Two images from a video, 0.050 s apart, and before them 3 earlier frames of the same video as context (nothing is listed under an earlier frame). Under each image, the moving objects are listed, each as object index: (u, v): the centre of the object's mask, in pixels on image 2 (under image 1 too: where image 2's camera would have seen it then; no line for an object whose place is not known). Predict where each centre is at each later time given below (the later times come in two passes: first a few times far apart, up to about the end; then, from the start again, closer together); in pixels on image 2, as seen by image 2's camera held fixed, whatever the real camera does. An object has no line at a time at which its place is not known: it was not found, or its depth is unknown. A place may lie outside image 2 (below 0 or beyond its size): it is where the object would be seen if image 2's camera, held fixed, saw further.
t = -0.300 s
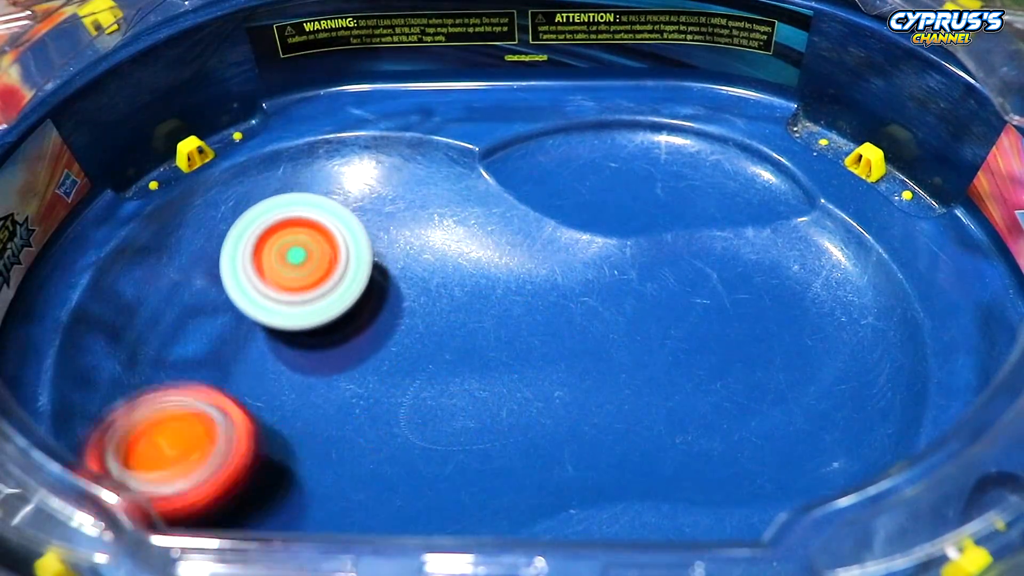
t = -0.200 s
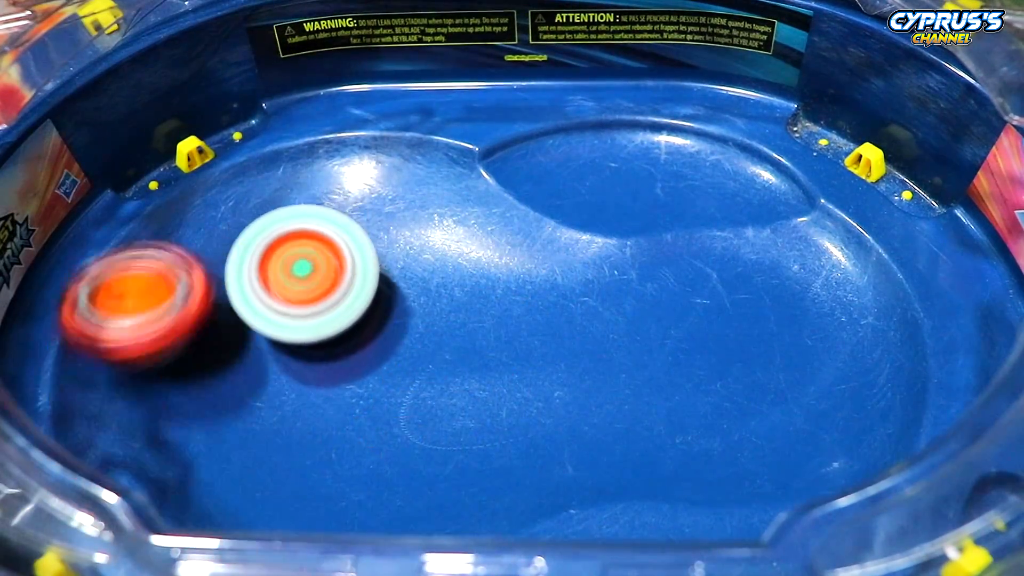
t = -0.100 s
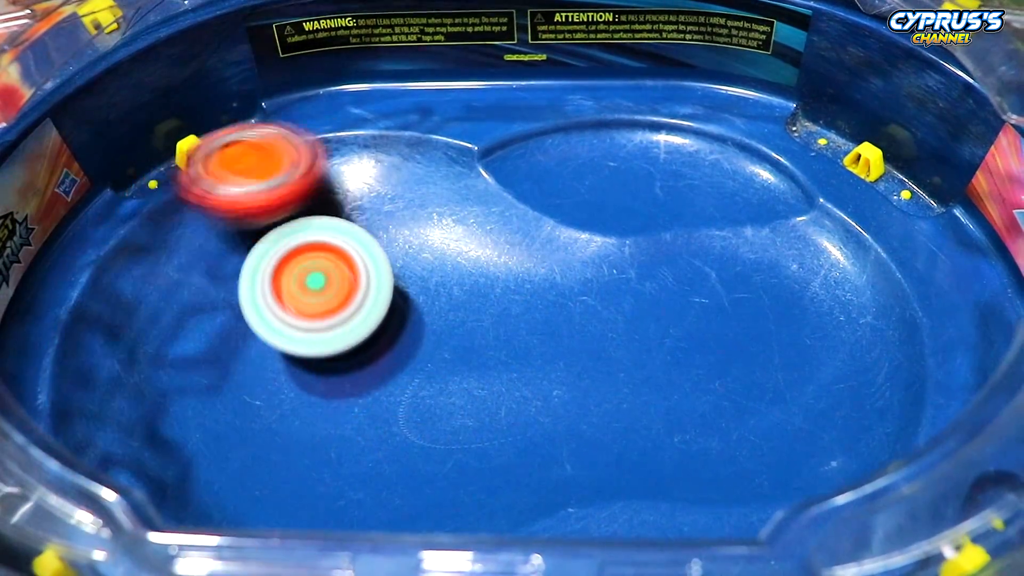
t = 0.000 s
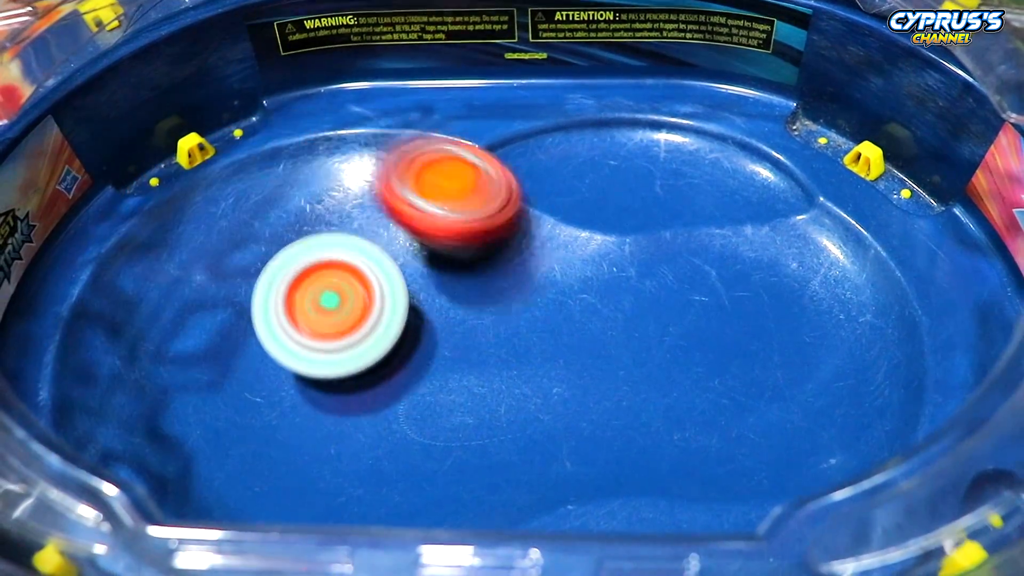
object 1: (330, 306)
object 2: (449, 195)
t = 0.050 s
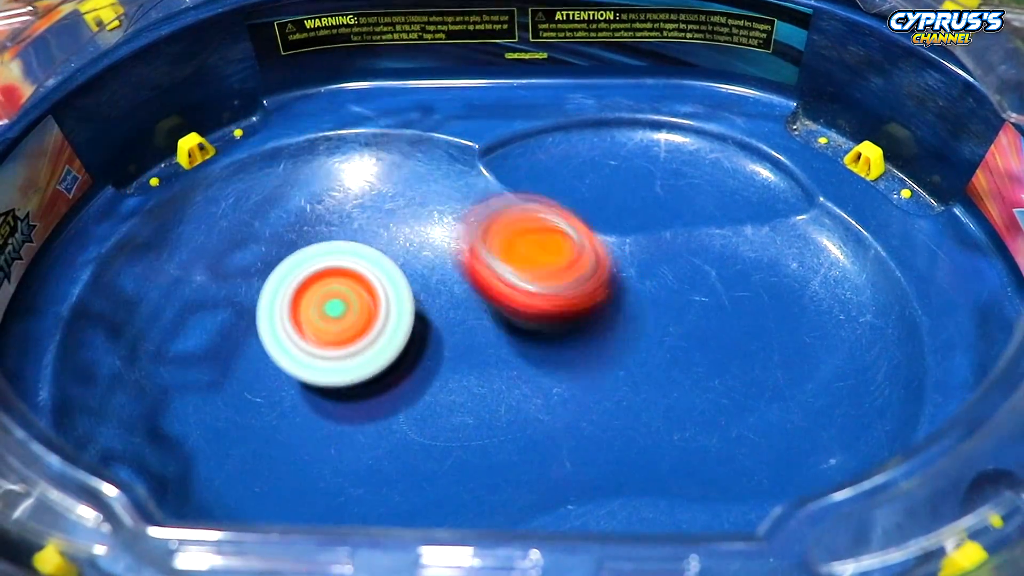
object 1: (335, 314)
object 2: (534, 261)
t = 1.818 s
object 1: (430, 214)
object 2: (639, 304)
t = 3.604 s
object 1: (315, 312)
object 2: (474, 372)
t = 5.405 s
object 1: (378, 260)
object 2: (760, 265)
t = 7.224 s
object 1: (254, 337)
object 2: (599, 247)
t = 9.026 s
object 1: (551, 341)
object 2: (329, 374)
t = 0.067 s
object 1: (337, 315)
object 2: (563, 286)
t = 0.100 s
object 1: (341, 318)
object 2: (620, 342)
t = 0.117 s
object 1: (342, 319)
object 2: (649, 373)
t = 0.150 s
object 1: (344, 320)
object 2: (708, 440)
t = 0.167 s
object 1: (347, 322)
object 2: (726, 459)
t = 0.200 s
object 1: (348, 320)
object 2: (774, 517)
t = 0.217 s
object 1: (350, 322)
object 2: (790, 531)
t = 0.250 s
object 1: (353, 319)
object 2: (797, 535)
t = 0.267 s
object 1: (353, 318)
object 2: (793, 533)
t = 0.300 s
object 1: (356, 315)
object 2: (773, 529)
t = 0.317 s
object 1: (358, 312)
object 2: (760, 530)
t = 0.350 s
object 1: (360, 309)
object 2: (730, 537)
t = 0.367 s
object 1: (362, 305)
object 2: (709, 530)
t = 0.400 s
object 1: (365, 298)
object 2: (673, 508)
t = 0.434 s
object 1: (370, 292)
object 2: (640, 466)
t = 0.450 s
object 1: (372, 290)
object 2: (625, 448)
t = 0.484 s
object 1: (376, 282)
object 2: (597, 416)
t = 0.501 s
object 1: (377, 278)
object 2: (583, 397)
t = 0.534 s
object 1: (380, 272)
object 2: (557, 362)
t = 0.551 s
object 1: (381, 270)
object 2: (543, 346)
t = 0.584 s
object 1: (382, 264)
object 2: (520, 315)
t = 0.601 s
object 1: (367, 254)
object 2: (528, 308)
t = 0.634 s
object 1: (328, 231)
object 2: (555, 302)
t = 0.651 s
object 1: (307, 221)
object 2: (569, 298)
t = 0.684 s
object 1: (274, 207)
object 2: (598, 296)
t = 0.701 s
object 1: (257, 204)
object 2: (613, 296)
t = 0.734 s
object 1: (231, 203)
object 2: (647, 297)
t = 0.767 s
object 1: (210, 212)
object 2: (685, 302)
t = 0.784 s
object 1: (202, 220)
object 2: (706, 305)
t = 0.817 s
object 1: (192, 243)
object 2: (750, 311)
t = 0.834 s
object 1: (190, 258)
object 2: (774, 315)
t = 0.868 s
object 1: (194, 294)
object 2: (828, 322)
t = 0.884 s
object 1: (199, 313)
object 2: (854, 324)
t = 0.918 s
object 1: (221, 354)
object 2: (904, 328)
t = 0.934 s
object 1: (234, 372)
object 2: (920, 328)
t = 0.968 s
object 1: (271, 408)
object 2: (935, 333)
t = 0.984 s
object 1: (290, 422)
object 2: (941, 339)
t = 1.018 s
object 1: (336, 445)
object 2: (961, 354)
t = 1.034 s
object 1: (355, 451)
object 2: (969, 359)
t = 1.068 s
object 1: (400, 460)
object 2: (966, 363)
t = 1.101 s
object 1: (447, 457)
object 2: (964, 363)
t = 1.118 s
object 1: (467, 457)
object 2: (964, 362)
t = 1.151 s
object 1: (508, 444)
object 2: (967, 358)
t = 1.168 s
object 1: (532, 432)
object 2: (969, 354)
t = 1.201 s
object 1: (569, 402)
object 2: (969, 343)
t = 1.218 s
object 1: (583, 385)
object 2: (968, 337)
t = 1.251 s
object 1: (613, 350)
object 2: (969, 322)
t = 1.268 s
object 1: (628, 333)
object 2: (967, 314)
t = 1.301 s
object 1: (651, 299)
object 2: (963, 294)
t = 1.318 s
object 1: (658, 283)
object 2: (961, 283)
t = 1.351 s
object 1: (675, 251)
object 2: (962, 261)
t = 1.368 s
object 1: (684, 236)
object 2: (957, 250)
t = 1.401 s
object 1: (695, 208)
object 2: (944, 227)
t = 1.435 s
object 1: (701, 186)
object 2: (929, 203)
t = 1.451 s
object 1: (701, 179)
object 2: (922, 191)
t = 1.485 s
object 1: (702, 162)
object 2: (908, 166)
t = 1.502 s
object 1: (701, 153)
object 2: (893, 161)
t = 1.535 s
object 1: (695, 138)
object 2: (860, 150)
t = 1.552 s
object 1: (688, 132)
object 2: (842, 145)
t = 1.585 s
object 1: (671, 124)
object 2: (808, 140)
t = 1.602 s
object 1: (655, 119)
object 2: (800, 147)
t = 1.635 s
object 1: (614, 112)
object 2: (775, 164)
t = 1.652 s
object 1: (592, 112)
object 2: (763, 174)
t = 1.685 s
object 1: (554, 115)
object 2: (736, 196)
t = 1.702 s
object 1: (536, 119)
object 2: (723, 209)
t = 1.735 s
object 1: (503, 132)
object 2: (701, 239)
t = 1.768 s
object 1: (474, 155)
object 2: (681, 265)
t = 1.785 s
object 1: (462, 172)
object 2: (669, 277)
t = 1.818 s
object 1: (430, 214)
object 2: (639, 304)
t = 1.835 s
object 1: (411, 232)
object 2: (620, 317)
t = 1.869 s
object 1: (372, 271)
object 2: (575, 343)
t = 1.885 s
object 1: (353, 290)
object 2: (551, 357)
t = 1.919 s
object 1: (314, 322)
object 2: (501, 387)
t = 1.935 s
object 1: (293, 337)
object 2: (471, 400)
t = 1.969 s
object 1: (254, 365)
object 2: (405, 421)
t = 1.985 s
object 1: (236, 374)
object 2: (378, 429)
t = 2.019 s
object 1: (185, 382)
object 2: (332, 446)
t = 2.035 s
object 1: (162, 385)
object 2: (310, 449)
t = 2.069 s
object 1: (124, 377)
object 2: (267, 454)
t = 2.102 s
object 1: (88, 344)
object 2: (242, 460)
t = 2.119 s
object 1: (83, 331)
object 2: (230, 460)
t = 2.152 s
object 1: (76, 314)
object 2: (210, 453)
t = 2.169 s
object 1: (76, 307)
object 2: (202, 448)
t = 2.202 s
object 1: (81, 287)
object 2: (187, 429)
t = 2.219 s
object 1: (88, 281)
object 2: (181, 417)
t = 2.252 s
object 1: (109, 267)
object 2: (178, 387)
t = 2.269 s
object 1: (118, 256)
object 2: (184, 375)
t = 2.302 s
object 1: (137, 231)
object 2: (203, 353)
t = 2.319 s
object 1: (151, 222)
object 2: (215, 339)
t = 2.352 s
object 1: (177, 206)
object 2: (246, 310)
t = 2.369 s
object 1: (192, 194)
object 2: (268, 299)
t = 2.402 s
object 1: (217, 175)
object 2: (316, 282)
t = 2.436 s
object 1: (245, 159)
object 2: (366, 272)
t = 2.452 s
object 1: (260, 155)
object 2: (388, 270)
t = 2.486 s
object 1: (285, 149)
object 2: (435, 270)
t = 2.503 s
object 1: (301, 149)
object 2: (456, 272)
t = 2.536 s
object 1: (325, 153)
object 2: (498, 283)
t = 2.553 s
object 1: (340, 161)
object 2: (516, 292)
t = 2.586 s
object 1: (368, 184)
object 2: (550, 312)
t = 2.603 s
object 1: (380, 197)
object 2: (565, 325)
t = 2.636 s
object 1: (405, 231)
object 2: (592, 355)
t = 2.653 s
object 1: (411, 246)
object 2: (607, 372)
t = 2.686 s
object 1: (426, 279)
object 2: (627, 406)
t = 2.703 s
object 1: (431, 297)
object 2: (633, 422)
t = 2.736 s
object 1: (440, 325)
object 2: (638, 445)
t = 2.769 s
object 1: (449, 356)
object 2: (636, 460)
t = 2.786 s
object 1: (452, 367)
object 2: (636, 465)
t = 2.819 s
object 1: (459, 394)
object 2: (639, 473)
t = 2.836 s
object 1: (459, 406)
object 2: (642, 475)
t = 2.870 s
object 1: (459, 426)
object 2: (649, 480)
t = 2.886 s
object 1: (457, 430)
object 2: (653, 482)
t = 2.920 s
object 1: (453, 446)
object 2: (656, 485)
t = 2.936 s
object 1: (450, 446)
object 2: (656, 486)
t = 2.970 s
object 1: (445, 445)
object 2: (654, 488)
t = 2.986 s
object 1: (442, 440)
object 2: (651, 502)
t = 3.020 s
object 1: (436, 424)
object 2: (639, 488)
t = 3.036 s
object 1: (433, 412)
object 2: (633, 488)
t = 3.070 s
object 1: (431, 393)
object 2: (625, 483)
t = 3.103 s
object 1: (426, 366)
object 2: (622, 476)
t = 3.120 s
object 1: (424, 353)
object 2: (622, 472)
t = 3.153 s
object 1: (419, 329)
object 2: (627, 462)
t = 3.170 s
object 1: (418, 319)
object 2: (629, 457)
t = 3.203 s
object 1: (412, 294)
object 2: (631, 444)
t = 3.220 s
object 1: (409, 283)
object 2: (629, 436)
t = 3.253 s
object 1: (403, 262)
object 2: (619, 418)
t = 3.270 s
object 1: (401, 251)
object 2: (611, 409)
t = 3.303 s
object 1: (393, 233)
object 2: (593, 392)
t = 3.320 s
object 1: (388, 226)
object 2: (584, 385)
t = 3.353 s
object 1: (377, 217)
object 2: (567, 375)
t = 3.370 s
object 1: (371, 216)
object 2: (559, 371)
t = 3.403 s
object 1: (360, 220)
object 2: (547, 366)
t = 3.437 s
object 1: (348, 231)
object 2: (536, 365)
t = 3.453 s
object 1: (344, 239)
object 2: (532, 365)
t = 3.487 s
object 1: (337, 258)
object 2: (524, 367)
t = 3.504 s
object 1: (333, 267)
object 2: (519, 369)
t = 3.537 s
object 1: (325, 285)
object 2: (507, 371)
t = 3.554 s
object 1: (322, 292)
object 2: (500, 372)
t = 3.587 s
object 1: (317, 306)
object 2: (483, 373)
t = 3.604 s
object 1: (315, 312)
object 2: (474, 372)
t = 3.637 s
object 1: (312, 323)
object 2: (454, 372)
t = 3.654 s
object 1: (307, 324)
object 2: (451, 374)
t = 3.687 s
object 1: (297, 324)
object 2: (449, 379)
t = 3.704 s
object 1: (293, 324)
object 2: (446, 382)
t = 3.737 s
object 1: (290, 324)
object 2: (437, 387)
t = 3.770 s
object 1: (291, 325)
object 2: (424, 389)
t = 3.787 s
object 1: (291, 325)
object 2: (420, 390)
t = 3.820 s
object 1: (275, 314)
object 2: (428, 405)
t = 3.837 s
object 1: (269, 309)
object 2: (430, 412)
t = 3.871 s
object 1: (258, 303)
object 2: (428, 423)
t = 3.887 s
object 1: (255, 301)
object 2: (422, 428)
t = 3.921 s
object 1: (252, 302)
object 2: (404, 433)
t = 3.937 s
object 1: (253, 304)
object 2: (392, 434)
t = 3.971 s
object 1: (259, 309)
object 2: (364, 431)
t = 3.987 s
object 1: (264, 311)
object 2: (350, 427)
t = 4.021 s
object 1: (267, 301)
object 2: (345, 431)
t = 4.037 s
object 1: (262, 287)
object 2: (349, 439)
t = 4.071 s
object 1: (256, 262)
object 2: (355, 454)
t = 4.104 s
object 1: (253, 243)
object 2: (351, 463)
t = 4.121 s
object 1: (254, 237)
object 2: (348, 467)
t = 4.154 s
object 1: (256, 229)
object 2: (332, 468)
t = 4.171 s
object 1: (259, 228)
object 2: (324, 468)
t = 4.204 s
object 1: (267, 233)
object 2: (304, 460)
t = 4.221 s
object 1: (271, 238)
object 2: (298, 452)
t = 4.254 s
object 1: (281, 253)
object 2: (293, 430)
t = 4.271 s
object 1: (287, 263)
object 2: (294, 416)
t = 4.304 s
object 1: (300, 275)
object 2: (301, 403)
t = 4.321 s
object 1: (305, 266)
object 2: (309, 407)
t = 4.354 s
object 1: (314, 249)
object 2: (332, 414)
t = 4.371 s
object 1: (319, 244)
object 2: (344, 415)
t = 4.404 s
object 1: (328, 238)
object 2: (373, 417)
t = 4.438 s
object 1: (338, 238)
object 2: (404, 423)
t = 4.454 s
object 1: (341, 238)
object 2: (415, 425)
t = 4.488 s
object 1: (349, 244)
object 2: (437, 429)
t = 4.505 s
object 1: (351, 247)
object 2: (445, 431)
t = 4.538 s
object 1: (353, 254)
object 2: (455, 432)
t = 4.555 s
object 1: (353, 260)
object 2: (458, 432)
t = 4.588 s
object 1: (351, 273)
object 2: (457, 430)
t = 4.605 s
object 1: (350, 283)
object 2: (456, 428)
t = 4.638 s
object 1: (344, 296)
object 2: (450, 420)
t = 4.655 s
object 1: (341, 305)
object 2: (448, 415)
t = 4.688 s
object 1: (332, 319)
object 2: (447, 403)
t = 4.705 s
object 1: (326, 323)
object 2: (448, 397)
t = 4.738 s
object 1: (315, 337)
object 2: (455, 384)
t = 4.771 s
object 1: (306, 346)
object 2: (465, 370)
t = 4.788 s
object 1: (302, 350)
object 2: (471, 364)
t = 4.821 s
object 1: (293, 354)
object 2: (488, 352)
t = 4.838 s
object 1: (288, 353)
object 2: (500, 345)
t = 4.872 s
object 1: (282, 352)
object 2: (521, 335)
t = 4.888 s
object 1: (279, 352)
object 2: (535, 330)
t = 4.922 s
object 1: (274, 347)
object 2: (560, 320)
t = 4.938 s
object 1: (273, 343)
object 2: (571, 315)
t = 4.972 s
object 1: (272, 337)
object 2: (593, 304)
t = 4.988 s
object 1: (273, 336)
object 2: (602, 297)
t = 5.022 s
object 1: (274, 329)
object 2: (619, 288)
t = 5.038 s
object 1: (273, 325)
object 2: (629, 284)
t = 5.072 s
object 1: (274, 321)
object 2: (644, 277)
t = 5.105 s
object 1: (276, 317)
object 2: (659, 273)
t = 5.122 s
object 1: (279, 316)
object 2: (668, 270)
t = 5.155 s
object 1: (286, 313)
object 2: (686, 267)
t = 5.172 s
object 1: (290, 311)
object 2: (693, 265)
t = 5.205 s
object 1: (301, 307)
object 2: (710, 263)
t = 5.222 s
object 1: (307, 305)
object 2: (717, 262)
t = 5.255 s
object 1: (318, 300)
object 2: (729, 260)
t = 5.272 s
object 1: (323, 297)
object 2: (735, 259)
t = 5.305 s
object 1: (336, 290)
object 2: (745, 259)
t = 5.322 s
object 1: (343, 286)
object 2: (749, 260)
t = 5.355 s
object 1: (357, 277)
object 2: (754, 261)
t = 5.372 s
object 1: (364, 272)
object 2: (757, 262)
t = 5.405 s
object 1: (378, 260)
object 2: (760, 265)
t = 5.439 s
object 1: (390, 250)
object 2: (760, 269)
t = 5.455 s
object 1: (395, 244)
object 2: (759, 271)
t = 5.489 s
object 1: (403, 235)
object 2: (754, 274)
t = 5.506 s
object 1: (405, 231)
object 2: (751, 276)
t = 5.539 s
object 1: (407, 228)
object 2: (741, 279)
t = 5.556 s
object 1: (407, 227)
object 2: (736, 282)
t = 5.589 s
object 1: (403, 228)
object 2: (722, 285)
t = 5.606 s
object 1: (400, 230)
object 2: (714, 286)
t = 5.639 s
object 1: (393, 236)
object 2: (697, 289)
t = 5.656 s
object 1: (390, 240)
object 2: (689, 291)
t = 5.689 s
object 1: (382, 248)
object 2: (669, 296)
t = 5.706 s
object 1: (379, 253)
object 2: (657, 299)
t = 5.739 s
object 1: (373, 261)
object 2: (634, 304)
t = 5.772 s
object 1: (369, 270)
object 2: (607, 309)
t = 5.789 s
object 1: (367, 274)
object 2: (594, 311)
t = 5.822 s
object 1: (365, 281)
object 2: (564, 315)
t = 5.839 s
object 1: (365, 284)
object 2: (546, 318)
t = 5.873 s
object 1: (365, 290)
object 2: (514, 321)
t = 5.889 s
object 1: (354, 286)
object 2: (509, 323)
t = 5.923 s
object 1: (310, 280)
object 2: (519, 339)
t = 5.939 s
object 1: (290, 276)
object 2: (526, 343)
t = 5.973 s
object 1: (254, 269)
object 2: (535, 355)
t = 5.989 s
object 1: (238, 266)
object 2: (539, 361)
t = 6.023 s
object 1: (211, 264)
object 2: (544, 373)
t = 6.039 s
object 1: (201, 264)
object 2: (542, 380)
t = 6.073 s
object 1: (185, 272)
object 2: (536, 392)
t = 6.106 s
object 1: (179, 285)
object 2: (519, 402)
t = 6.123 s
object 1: (180, 295)
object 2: (507, 406)
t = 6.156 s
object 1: (188, 318)
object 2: (480, 411)
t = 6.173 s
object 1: (195, 330)
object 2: (463, 414)
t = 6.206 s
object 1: (213, 356)
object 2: (431, 413)
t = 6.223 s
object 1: (225, 368)
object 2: (414, 410)
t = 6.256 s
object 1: (239, 385)
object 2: (400, 401)
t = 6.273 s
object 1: (225, 386)
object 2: (418, 399)
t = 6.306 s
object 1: (197, 387)
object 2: (455, 396)
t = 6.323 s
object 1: (187, 387)
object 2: (475, 393)
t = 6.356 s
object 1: (175, 387)
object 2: (509, 391)
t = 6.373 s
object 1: (176, 381)
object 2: (525, 389)
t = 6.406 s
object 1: (180, 381)
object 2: (561, 388)
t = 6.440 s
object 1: (197, 373)
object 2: (596, 384)
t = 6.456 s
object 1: (208, 370)
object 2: (614, 382)
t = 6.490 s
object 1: (236, 363)
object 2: (647, 377)
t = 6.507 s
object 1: (251, 361)
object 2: (663, 374)
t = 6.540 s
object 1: (282, 354)
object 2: (699, 370)
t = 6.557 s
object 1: (296, 351)
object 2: (716, 368)
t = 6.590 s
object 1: (322, 343)
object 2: (750, 364)
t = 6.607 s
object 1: (334, 340)
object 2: (768, 360)
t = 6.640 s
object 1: (354, 335)
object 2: (803, 355)
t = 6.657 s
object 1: (364, 335)
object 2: (816, 351)
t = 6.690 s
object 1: (376, 330)
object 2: (843, 349)
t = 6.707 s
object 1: (382, 332)
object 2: (851, 349)
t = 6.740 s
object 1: (388, 329)
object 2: (860, 352)
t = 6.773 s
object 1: (390, 325)
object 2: (858, 361)
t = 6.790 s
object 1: (390, 323)
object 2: (856, 367)
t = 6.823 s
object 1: (388, 323)
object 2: (840, 383)
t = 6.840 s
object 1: (385, 322)
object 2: (825, 391)
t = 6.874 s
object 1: (379, 324)
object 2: (794, 400)
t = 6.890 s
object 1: (373, 324)
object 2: (776, 401)
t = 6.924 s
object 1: (361, 327)
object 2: (746, 396)
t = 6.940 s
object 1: (355, 327)
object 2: (734, 392)
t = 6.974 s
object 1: (341, 326)
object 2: (708, 380)
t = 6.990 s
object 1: (334, 326)
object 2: (699, 371)
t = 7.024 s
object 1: (319, 326)
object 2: (680, 352)
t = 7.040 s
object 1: (312, 326)
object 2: (671, 343)
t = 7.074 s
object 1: (298, 326)
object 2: (655, 324)
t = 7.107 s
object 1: (282, 327)
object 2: (639, 305)
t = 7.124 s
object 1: (276, 328)
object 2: (631, 297)
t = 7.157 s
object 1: (263, 330)
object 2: (617, 278)
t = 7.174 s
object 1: (259, 331)
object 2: (612, 270)
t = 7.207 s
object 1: (255, 335)
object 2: (603, 256)
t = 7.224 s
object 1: (254, 337)
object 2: (599, 247)
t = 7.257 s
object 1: (256, 341)
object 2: (597, 236)
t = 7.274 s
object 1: (258, 342)
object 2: (597, 232)
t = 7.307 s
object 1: (264, 344)
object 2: (603, 227)
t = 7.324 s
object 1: (268, 344)
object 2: (607, 228)
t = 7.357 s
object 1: (275, 346)
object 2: (620, 229)
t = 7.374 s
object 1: (278, 346)
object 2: (628, 231)
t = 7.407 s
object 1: (283, 346)
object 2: (636, 238)
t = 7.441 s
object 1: (288, 348)
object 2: (636, 246)
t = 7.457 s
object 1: (288, 347)
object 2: (634, 250)
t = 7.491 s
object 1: (287, 347)
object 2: (620, 264)
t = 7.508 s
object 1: (287, 346)
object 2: (609, 270)
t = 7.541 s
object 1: (284, 340)
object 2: (589, 283)
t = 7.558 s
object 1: (282, 337)
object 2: (573, 291)
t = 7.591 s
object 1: (282, 327)
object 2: (544, 304)
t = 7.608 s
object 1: (283, 320)
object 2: (526, 311)
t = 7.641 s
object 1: (284, 308)
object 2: (493, 321)
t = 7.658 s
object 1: (286, 303)
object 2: (477, 327)
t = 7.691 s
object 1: (291, 295)
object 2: (441, 337)
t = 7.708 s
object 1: (292, 292)
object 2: (425, 341)
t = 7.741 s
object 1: (290, 279)
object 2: (408, 365)
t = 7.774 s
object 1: (286, 271)
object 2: (391, 383)
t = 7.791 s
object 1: (287, 269)
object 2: (378, 395)
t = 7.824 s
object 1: (289, 268)
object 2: (355, 416)
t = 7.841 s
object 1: (290, 271)
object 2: (342, 424)
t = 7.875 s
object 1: (296, 277)
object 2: (309, 438)
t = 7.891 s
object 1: (298, 281)
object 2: (291, 440)
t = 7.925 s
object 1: (304, 291)
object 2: (259, 440)
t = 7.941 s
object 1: (306, 297)
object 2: (242, 439)
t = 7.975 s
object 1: (307, 309)
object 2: (214, 425)
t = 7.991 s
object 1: (309, 315)
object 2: (202, 418)
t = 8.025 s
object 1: (314, 317)
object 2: (167, 412)
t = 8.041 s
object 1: (324, 312)
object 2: (145, 407)
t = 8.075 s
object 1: (339, 301)
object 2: (116, 396)
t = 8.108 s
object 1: (349, 293)
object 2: (98, 381)
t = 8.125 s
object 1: (351, 287)
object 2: (90, 372)
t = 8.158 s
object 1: (355, 278)
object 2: (83, 353)
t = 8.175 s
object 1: (357, 271)
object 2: (83, 343)
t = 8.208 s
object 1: (361, 262)
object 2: (95, 324)
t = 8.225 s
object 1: (363, 255)
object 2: (102, 314)
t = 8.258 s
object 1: (363, 248)
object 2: (127, 295)
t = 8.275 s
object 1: (364, 244)
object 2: (143, 290)
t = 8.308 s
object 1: (364, 242)
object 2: (180, 282)
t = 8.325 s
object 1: (365, 241)
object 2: (201, 281)
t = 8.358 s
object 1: (376, 240)
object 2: (225, 288)
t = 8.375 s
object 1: (395, 234)
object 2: (228, 294)
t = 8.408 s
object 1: (422, 229)
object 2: (244, 312)
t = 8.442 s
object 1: (444, 228)
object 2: (259, 333)
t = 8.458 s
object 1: (451, 231)
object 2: (268, 343)
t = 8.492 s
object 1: (465, 238)
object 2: (279, 365)
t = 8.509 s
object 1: (467, 243)
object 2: (284, 374)
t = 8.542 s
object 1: (472, 255)
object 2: (292, 395)
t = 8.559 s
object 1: (471, 259)
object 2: (293, 406)
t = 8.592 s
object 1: (472, 270)
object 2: (300, 426)
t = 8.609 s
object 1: (470, 274)
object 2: (302, 436)
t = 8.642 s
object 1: (468, 283)
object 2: (306, 454)
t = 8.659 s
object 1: (466, 286)
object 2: (307, 461)
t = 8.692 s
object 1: (466, 294)
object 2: (306, 471)
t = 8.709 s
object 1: (465, 296)
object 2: (304, 476)
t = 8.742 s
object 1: (466, 303)
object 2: (297, 480)
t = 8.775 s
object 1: (467, 308)
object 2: (287, 481)
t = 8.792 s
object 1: (470, 311)
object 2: (281, 480)
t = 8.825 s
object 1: (473, 316)
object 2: (273, 473)
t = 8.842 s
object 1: (477, 318)
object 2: (273, 469)
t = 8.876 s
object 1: (482, 322)
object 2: (282, 452)
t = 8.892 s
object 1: (486, 324)
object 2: (290, 443)
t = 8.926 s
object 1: (492, 329)
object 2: (307, 422)
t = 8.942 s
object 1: (497, 331)
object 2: (318, 412)
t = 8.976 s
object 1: (502, 336)
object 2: (339, 394)
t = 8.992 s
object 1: (507, 338)
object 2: (351, 385)
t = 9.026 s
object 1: (551, 341)
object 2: (329, 374)
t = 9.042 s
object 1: (575, 342)
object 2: (317, 368)
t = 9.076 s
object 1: (616, 348)
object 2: (299, 356)
